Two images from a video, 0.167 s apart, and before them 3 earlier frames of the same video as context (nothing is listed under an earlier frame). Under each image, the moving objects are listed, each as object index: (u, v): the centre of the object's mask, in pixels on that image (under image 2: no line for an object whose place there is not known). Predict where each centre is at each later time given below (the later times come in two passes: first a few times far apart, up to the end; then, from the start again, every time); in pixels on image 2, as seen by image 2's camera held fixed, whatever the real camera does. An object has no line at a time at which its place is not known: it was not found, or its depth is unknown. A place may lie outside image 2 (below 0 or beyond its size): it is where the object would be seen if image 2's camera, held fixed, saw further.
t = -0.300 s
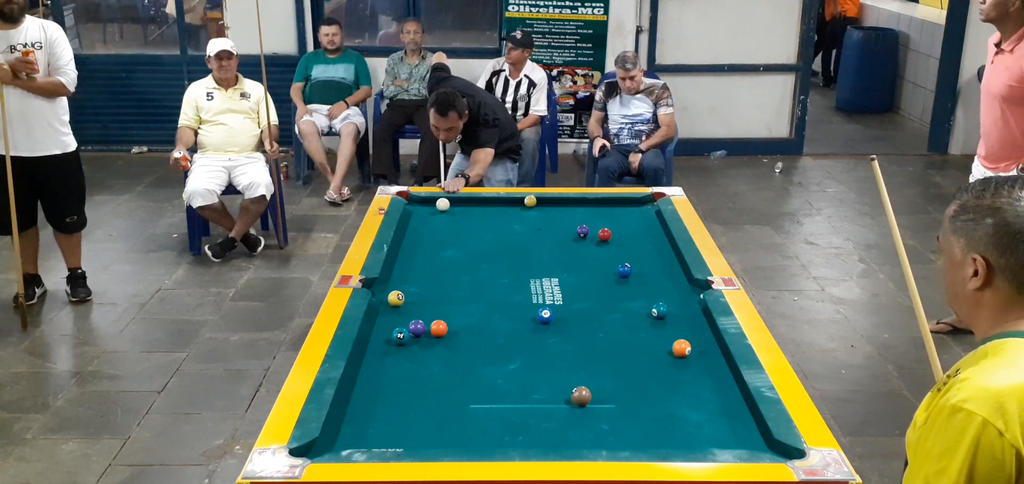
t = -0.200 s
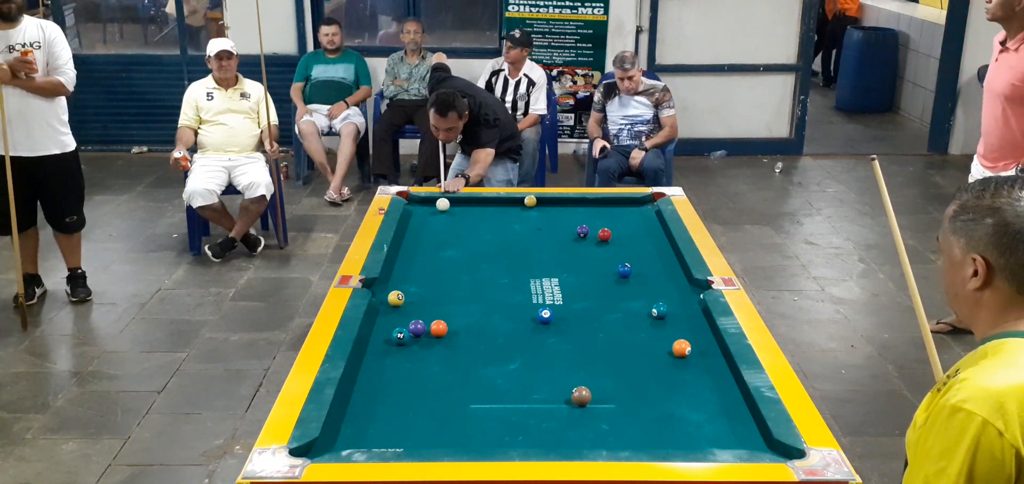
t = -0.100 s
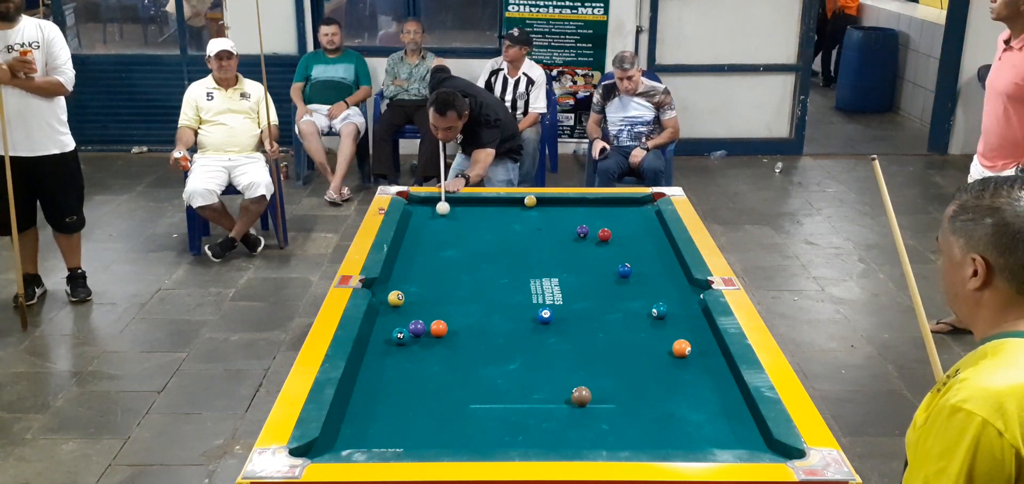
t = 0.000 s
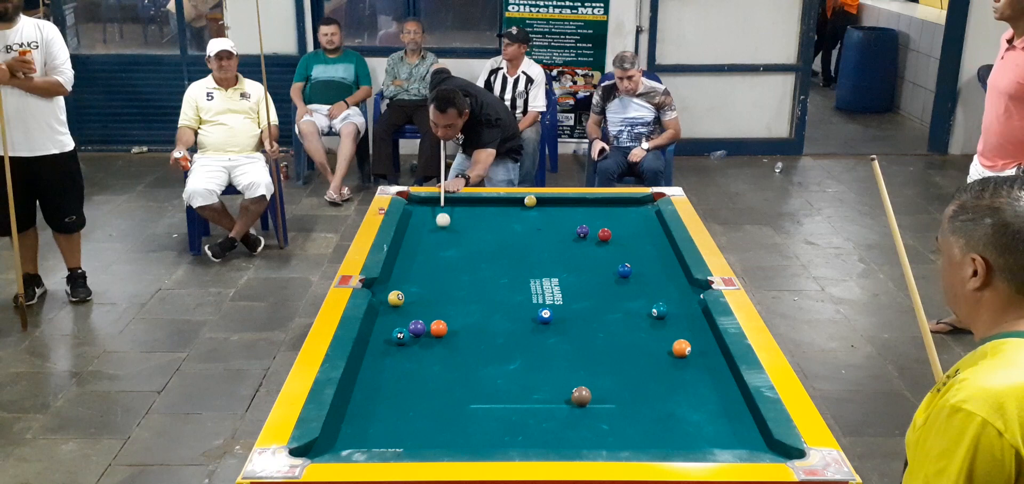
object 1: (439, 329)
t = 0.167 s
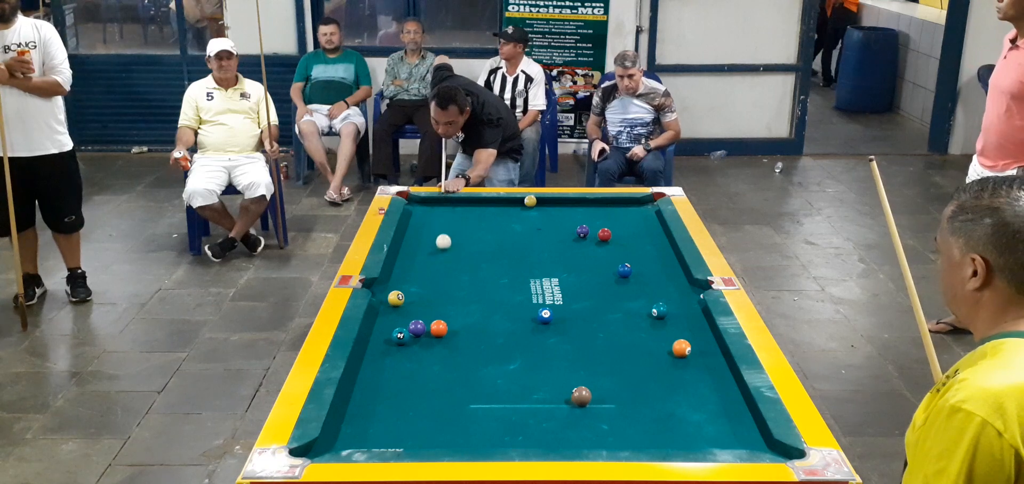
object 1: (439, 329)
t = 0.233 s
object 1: (439, 329)
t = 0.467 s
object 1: (439, 329)
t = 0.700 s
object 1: (428, 341)
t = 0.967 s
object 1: (389, 390)
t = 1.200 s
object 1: (350, 437)
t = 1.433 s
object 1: (344, 441)
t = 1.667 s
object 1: (381, 440)
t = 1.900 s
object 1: (414, 440)
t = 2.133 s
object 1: (443, 440)
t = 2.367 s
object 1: (468, 440)
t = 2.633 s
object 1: (492, 439)
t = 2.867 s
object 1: (510, 439)
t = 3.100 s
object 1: (524, 439)
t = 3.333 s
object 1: (534, 439)
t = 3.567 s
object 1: (540, 439)
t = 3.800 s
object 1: (542, 439)
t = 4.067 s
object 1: (542, 439)
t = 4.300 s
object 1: (542, 439)
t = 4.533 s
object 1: (542, 439)
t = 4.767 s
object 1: (542, 439)
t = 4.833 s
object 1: (542, 439)
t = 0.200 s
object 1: (439, 329)
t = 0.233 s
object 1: (439, 329)
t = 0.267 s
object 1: (439, 329)
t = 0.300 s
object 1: (439, 329)
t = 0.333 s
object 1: (439, 329)
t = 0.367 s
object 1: (439, 329)
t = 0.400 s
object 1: (439, 329)
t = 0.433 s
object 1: (439, 329)
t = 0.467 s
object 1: (439, 329)
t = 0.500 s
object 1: (439, 329)
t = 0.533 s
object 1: (439, 329)
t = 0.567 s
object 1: (439, 329)
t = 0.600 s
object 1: (439, 329)
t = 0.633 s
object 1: (438, 329)
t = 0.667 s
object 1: (434, 335)
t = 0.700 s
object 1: (428, 341)
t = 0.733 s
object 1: (422, 348)
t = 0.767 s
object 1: (417, 354)
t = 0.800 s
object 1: (413, 360)
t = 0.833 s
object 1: (408, 366)
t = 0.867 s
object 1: (403, 371)
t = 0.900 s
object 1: (399, 377)
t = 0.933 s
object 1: (394, 383)
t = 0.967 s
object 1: (389, 390)
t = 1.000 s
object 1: (384, 396)
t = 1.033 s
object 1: (378, 402)
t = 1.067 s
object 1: (373, 409)
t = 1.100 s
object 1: (367, 416)
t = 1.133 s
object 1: (362, 423)
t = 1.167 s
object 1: (356, 430)
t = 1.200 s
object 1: (350, 437)
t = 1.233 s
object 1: (344, 442)
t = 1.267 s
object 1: (337, 445)
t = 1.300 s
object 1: (331, 444)
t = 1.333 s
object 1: (327, 443)
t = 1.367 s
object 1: (333, 442)
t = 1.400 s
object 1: (339, 442)
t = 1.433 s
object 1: (344, 441)
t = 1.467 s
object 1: (350, 441)
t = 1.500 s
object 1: (355, 441)
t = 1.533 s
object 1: (361, 441)
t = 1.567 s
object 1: (366, 441)
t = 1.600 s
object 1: (371, 441)
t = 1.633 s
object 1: (376, 440)
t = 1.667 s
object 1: (381, 440)
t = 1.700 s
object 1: (386, 440)
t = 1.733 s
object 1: (391, 440)
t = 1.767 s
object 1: (396, 440)
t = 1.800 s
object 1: (400, 440)
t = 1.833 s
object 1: (405, 440)
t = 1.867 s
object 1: (409, 440)
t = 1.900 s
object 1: (414, 440)
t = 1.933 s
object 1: (418, 440)
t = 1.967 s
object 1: (422, 440)
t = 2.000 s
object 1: (427, 440)
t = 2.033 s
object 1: (431, 440)
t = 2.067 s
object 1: (435, 440)
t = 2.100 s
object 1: (439, 440)
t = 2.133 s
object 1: (443, 440)
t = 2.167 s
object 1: (446, 440)
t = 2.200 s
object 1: (450, 440)
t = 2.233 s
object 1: (454, 440)
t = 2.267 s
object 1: (457, 440)
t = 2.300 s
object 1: (461, 440)
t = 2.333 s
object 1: (464, 440)
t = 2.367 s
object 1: (468, 440)
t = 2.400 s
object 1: (471, 440)
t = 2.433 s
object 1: (474, 439)
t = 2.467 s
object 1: (478, 439)
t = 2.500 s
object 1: (481, 439)
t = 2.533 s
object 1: (484, 439)
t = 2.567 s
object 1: (487, 439)
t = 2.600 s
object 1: (489, 439)
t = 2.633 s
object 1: (492, 439)
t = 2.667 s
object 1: (495, 439)
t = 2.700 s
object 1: (498, 439)
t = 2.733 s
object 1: (500, 439)
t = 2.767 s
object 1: (503, 439)
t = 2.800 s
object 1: (505, 439)
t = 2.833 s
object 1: (507, 439)
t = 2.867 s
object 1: (510, 439)
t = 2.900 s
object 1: (512, 439)
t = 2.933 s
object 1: (514, 439)
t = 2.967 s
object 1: (516, 439)
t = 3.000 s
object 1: (518, 439)
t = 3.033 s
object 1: (520, 439)
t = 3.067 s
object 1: (522, 439)
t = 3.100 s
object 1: (524, 439)
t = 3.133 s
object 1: (525, 439)
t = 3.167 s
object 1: (527, 439)
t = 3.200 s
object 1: (528, 439)
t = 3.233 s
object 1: (530, 439)
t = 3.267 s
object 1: (531, 439)
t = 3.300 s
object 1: (533, 439)
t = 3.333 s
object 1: (534, 439)
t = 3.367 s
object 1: (535, 439)
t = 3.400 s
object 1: (536, 439)
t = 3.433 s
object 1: (537, 439)
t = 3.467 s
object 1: (538, 439)
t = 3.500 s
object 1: (539, 439)
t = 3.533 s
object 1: (540, 439)
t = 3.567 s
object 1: (540, 439)
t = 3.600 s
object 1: (541, 439)
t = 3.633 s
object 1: (541, 439)
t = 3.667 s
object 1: (542, 439)
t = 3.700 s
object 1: (542, 439)
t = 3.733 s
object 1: (542, 439)
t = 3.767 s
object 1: (542, 439)
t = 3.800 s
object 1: (542, 439)
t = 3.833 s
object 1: (542, 439)
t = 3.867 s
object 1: (542, 439)
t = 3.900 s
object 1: (542, 439)
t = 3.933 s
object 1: (542, 439)
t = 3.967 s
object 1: (542, 439)
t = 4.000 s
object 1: (542, 439)
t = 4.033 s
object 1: (542, 439)
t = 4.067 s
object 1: (542, 439)
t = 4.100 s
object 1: (542, 439)
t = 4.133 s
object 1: (542, 439)
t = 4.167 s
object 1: (542, 439)
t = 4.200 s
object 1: (542, 439)
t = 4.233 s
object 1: (542, 439)
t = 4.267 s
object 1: (542, 439)
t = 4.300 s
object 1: (542, 439)
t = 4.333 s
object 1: (542, 439)
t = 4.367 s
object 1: (542, 439)
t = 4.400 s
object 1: (542, 439)
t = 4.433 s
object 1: (542, 439)
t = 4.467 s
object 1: (542, 439)
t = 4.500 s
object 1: (542, 439)
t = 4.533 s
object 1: (542, 439)
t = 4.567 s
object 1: (542, 439)
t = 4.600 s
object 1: (542, 439)
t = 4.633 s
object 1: (542, 439)
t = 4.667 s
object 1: (542, 439)
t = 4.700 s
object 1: (542, 439)
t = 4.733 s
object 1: (542, 439)
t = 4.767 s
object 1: (542, 439)
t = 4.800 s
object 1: (542, 439)
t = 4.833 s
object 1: (542, 439)
